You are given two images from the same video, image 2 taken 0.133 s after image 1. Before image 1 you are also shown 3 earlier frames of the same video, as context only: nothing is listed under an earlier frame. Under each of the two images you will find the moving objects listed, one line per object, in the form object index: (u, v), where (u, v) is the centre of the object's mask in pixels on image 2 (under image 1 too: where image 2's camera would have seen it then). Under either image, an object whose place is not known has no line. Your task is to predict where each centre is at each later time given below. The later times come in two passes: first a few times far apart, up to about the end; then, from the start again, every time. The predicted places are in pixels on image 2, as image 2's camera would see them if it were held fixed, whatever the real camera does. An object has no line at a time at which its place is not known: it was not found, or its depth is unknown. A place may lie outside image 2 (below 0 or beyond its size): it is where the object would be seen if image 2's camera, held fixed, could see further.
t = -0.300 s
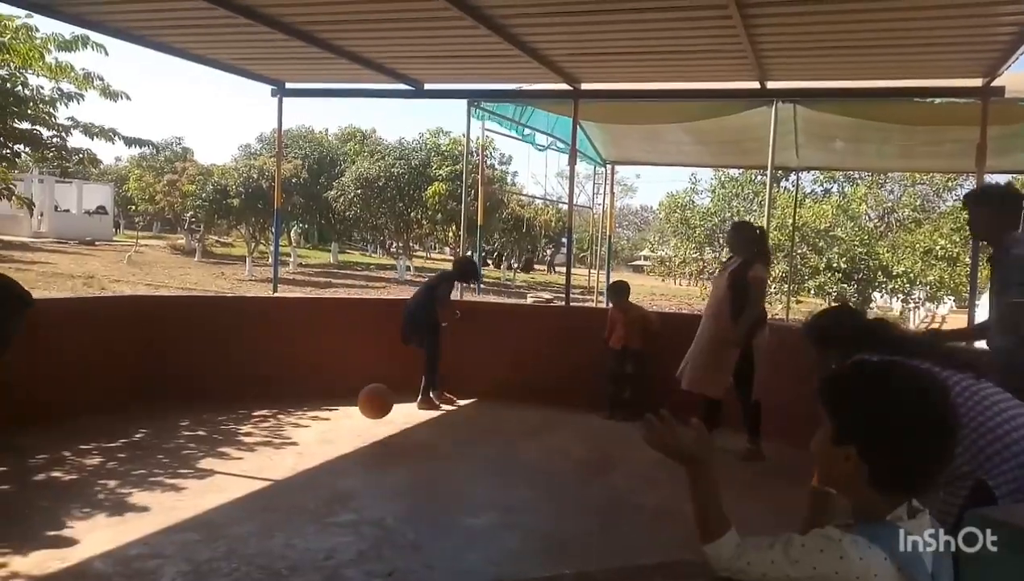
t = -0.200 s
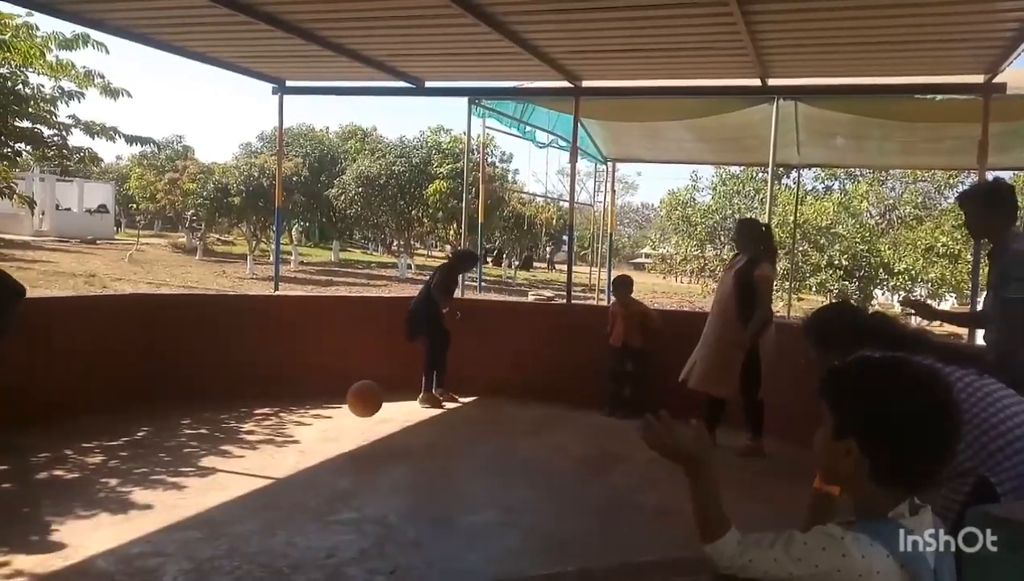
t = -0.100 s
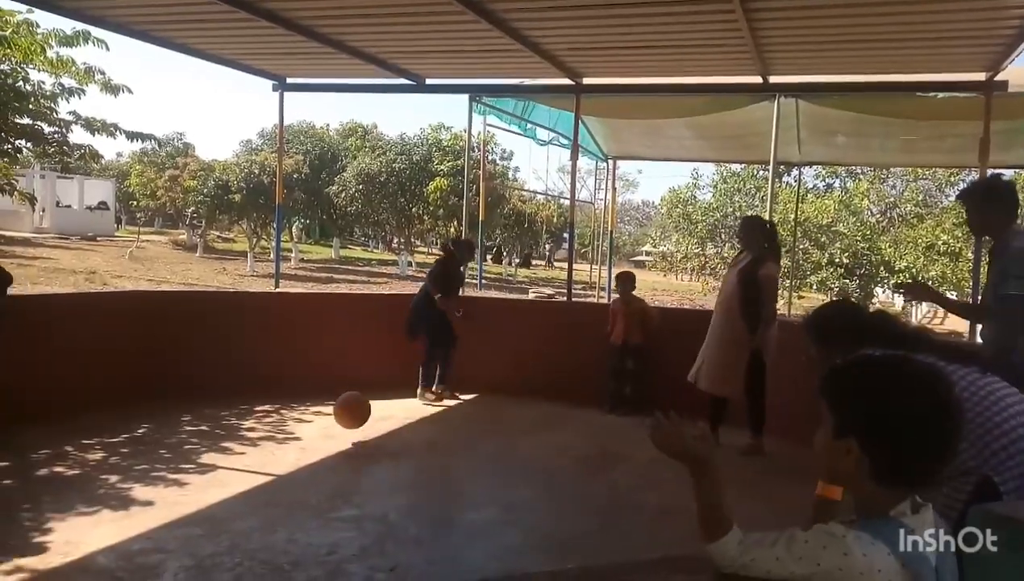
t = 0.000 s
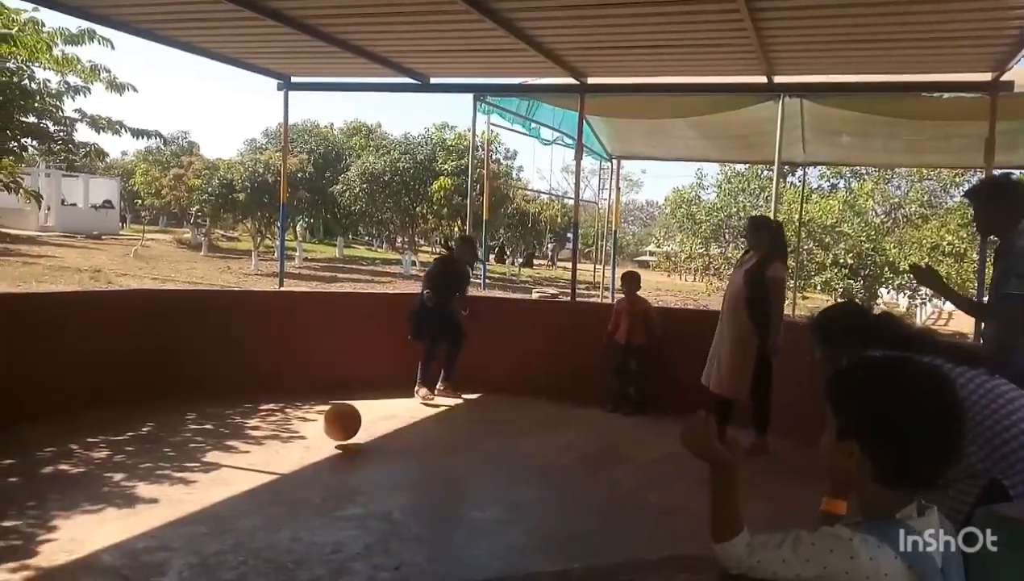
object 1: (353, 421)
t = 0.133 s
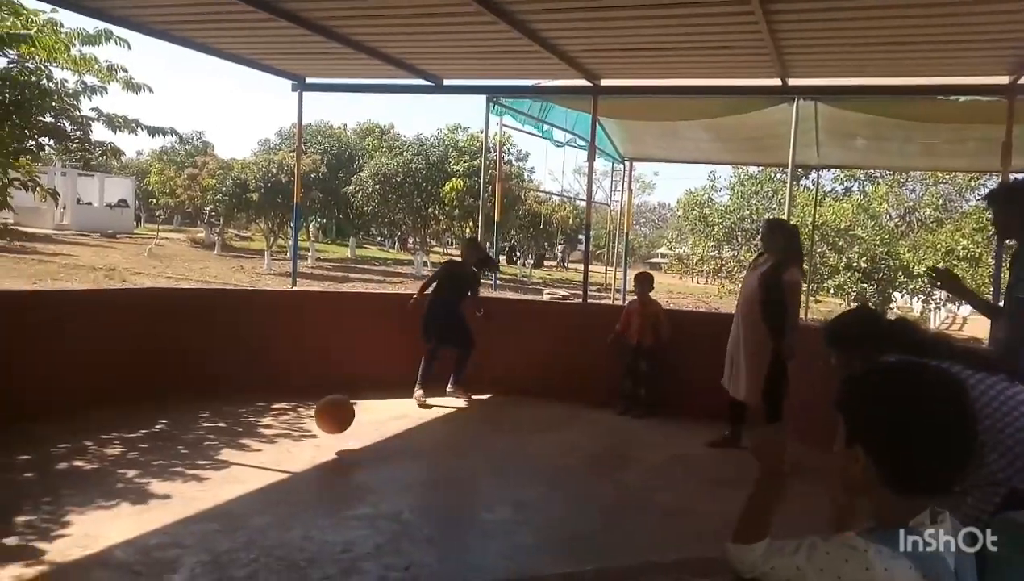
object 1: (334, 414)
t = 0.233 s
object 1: (318, 427)
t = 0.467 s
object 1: (280, 436)
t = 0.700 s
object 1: (236, 450)
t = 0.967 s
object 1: (181, 474)
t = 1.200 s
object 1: (126, 487)
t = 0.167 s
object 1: (329, 417)
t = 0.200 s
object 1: (324, 421)
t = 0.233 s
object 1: (318, 427)
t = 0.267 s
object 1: (313, 435)
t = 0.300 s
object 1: (308, 435)
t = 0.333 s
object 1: (302, 432)
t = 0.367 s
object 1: (297, 430)
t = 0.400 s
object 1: (291, 430)
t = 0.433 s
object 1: (286, 432)
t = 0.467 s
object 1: (280, 436)
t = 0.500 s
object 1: (274, 442)
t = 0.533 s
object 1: (268, 449)
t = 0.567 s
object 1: (262, 449)
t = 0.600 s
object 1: (256, 446)
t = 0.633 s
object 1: (250, 445)
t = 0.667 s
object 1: (243, 446)
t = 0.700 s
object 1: (236, 450)
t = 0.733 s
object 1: (229, 456)
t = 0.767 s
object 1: (223, 464)
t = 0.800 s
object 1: (217, 460)
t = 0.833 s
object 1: (210, 459)
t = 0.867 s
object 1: (203, 460)
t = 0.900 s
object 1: (196, 464)
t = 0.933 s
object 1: (189, 470)
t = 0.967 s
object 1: (181, 474)
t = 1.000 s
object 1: (174, 473)
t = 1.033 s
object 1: (167, 474)
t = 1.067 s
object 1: (159, 477)
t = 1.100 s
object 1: (151, 483)
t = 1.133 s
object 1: (143, 485)
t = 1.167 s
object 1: (134, 485)
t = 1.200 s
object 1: (126, 487)
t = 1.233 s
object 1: (117, 492)
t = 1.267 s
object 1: (109, 495)
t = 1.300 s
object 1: (100, 496)
